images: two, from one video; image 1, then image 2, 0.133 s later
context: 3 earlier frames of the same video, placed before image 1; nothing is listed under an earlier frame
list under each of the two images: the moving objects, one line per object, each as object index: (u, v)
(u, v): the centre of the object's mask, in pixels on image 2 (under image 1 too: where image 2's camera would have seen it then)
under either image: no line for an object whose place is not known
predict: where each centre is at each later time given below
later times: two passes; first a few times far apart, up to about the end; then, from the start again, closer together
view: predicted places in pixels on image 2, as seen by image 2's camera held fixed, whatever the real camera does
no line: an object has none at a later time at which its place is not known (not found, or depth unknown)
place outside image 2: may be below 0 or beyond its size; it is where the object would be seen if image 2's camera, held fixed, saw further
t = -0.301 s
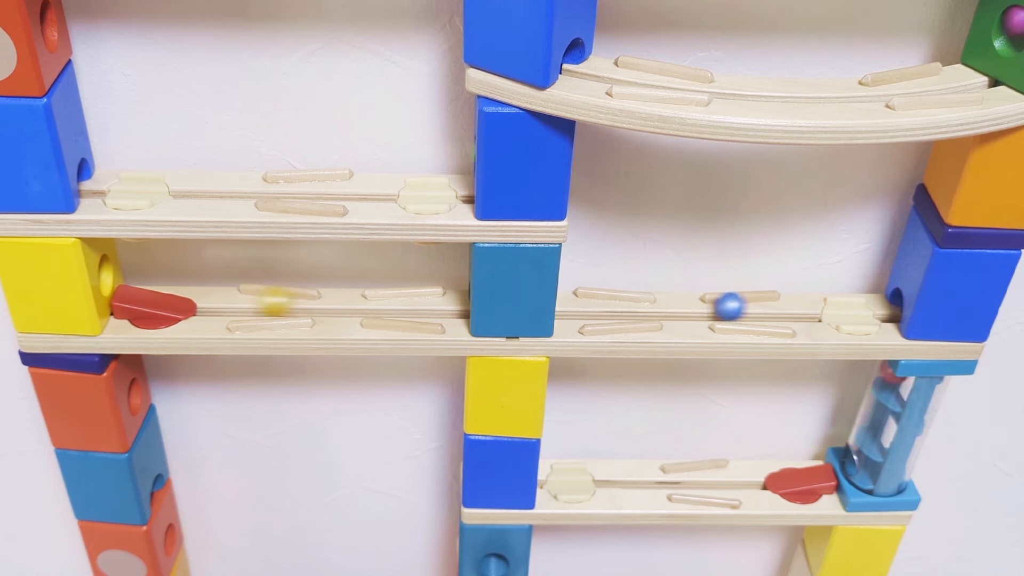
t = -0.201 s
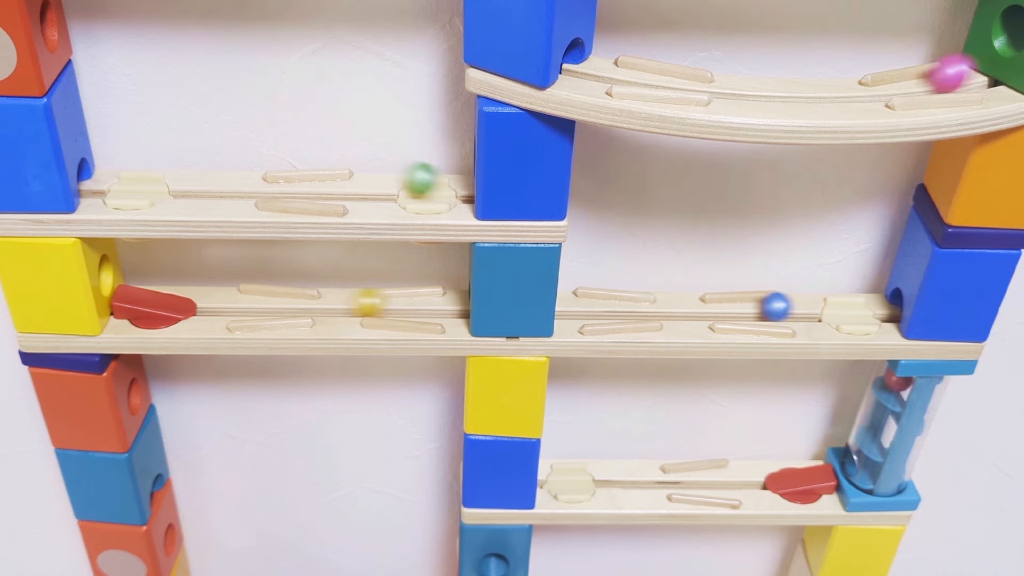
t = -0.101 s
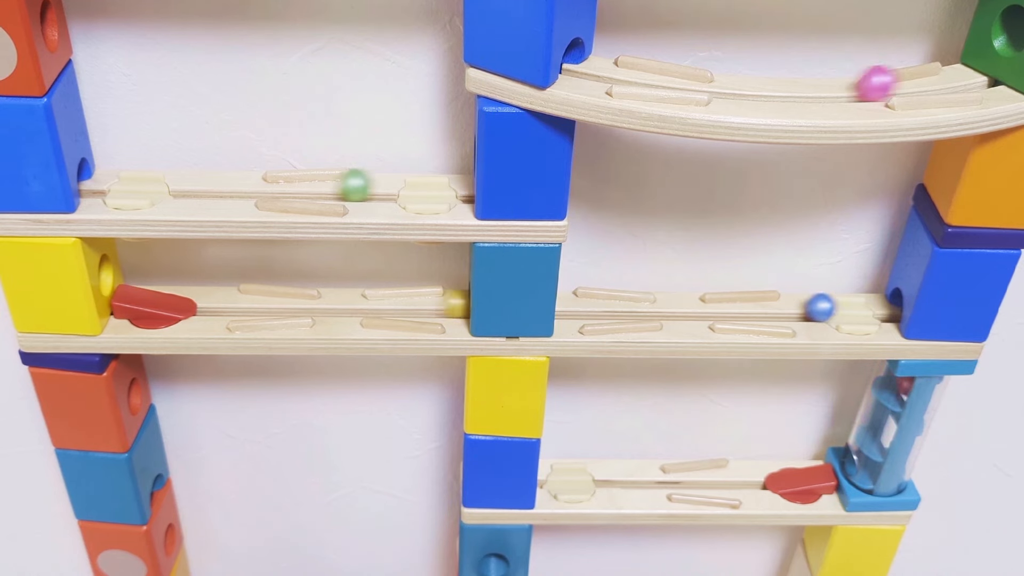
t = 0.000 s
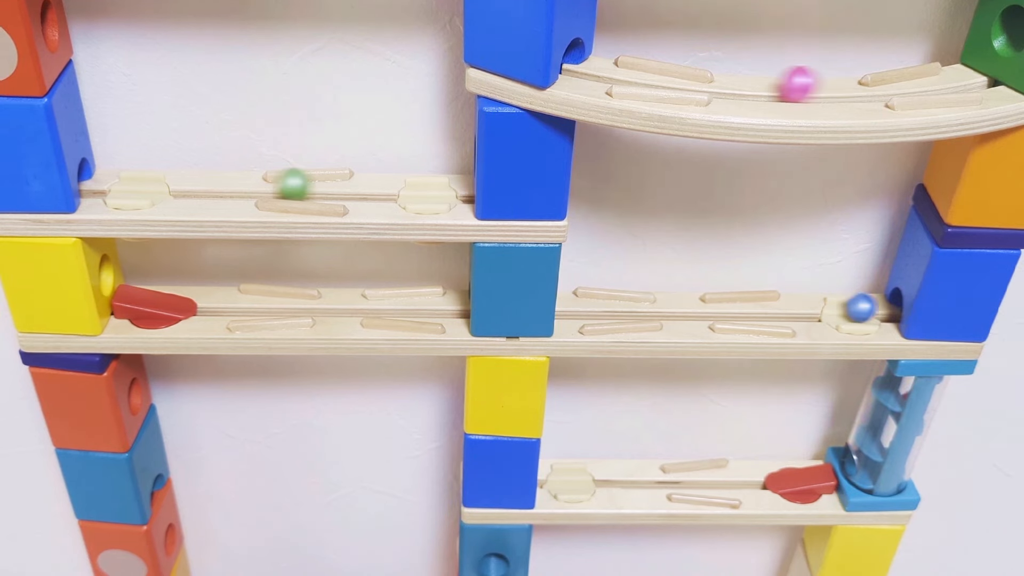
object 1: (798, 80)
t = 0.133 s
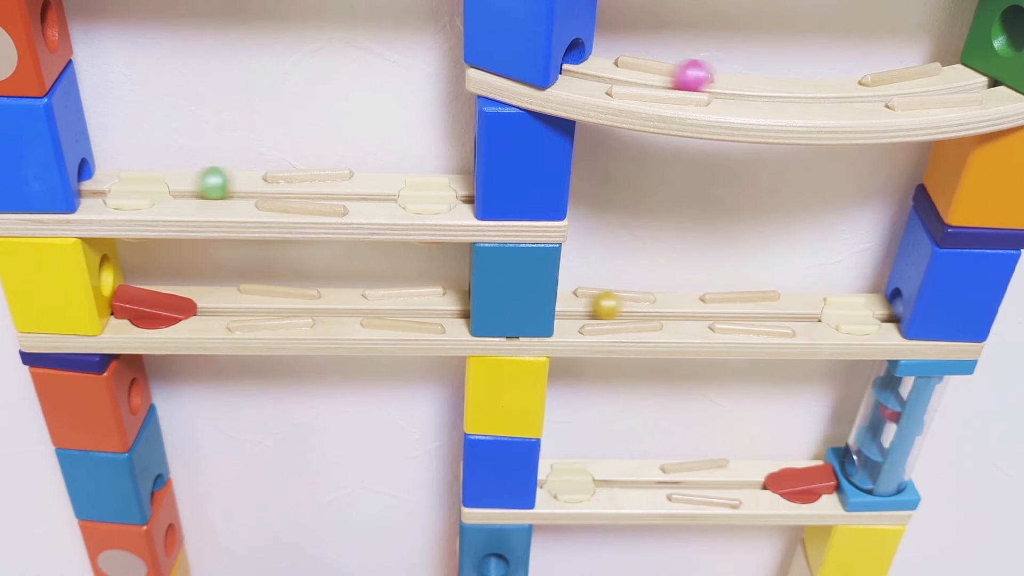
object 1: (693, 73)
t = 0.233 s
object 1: (616, 62)
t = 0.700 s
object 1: (470, 154)
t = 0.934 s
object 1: (320, 184)
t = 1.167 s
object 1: (180, 181)
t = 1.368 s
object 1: (84, 179)
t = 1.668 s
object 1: (112, 276)
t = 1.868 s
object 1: (305, 301)
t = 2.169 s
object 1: (559, 302)
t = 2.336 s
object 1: (654, 305)
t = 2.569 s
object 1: (789, 307)
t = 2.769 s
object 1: (889, 307)
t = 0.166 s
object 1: (667, 69)
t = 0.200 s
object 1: (642, 65)
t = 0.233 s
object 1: (616, 62)
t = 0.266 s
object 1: (591, 57)
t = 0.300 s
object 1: (575, 53)
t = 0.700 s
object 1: (470, 154)
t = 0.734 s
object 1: (457, 169)
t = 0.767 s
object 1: (431, 185)
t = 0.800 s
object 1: (406, 187)
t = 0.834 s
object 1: (384, 186)
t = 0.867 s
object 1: (361, 184)
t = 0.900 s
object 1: (340, 184)
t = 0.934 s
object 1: (320, 184)
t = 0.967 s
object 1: (299, 184)
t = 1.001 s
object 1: (279, 182)
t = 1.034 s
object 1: (259, 182)
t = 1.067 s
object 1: (239, 183)
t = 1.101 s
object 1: (219, 182)
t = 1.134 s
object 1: (200, 181)
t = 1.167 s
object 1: (180, 181)
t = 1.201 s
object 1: (162, 181)
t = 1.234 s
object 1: (143, 180)
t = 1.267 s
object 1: (125, 180)
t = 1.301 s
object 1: (107, 179)
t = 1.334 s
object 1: (91, 179)
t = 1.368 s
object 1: (84, 179)
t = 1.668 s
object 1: (112, 276)
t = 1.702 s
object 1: (136, 286)
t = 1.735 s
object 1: (171, 293)
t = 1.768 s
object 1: (207, 299)
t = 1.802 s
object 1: (241, 301)
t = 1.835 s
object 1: (273, 300)
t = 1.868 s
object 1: (305, 301)
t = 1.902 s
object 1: (337, 302)
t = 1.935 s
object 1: (368, 302)
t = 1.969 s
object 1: (398, 302)
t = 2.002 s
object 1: (427, 302)
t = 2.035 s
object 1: (457, 302)
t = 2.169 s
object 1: (559, 302)
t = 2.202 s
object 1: (572, 304)
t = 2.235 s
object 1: (592, 305)
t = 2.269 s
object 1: (613, 305)
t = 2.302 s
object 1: (634, 305)
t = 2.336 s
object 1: (654, 305)
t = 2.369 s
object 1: (674, 306)
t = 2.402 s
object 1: (695, 305)
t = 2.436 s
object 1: (714, 306)
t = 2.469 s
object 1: (733, 306)
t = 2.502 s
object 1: (752, 306)
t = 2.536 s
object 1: (770, 306)
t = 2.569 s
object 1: (789, 307)
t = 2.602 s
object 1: (808, 308)
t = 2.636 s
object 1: (825, 308)
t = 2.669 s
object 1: (842, 308)
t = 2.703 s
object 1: (860, 308)
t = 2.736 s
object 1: (879, 309)
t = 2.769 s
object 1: (889, 307)
